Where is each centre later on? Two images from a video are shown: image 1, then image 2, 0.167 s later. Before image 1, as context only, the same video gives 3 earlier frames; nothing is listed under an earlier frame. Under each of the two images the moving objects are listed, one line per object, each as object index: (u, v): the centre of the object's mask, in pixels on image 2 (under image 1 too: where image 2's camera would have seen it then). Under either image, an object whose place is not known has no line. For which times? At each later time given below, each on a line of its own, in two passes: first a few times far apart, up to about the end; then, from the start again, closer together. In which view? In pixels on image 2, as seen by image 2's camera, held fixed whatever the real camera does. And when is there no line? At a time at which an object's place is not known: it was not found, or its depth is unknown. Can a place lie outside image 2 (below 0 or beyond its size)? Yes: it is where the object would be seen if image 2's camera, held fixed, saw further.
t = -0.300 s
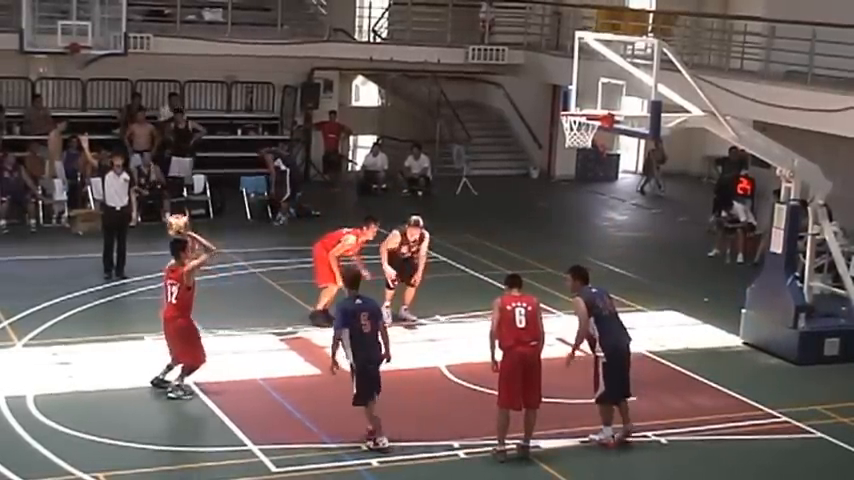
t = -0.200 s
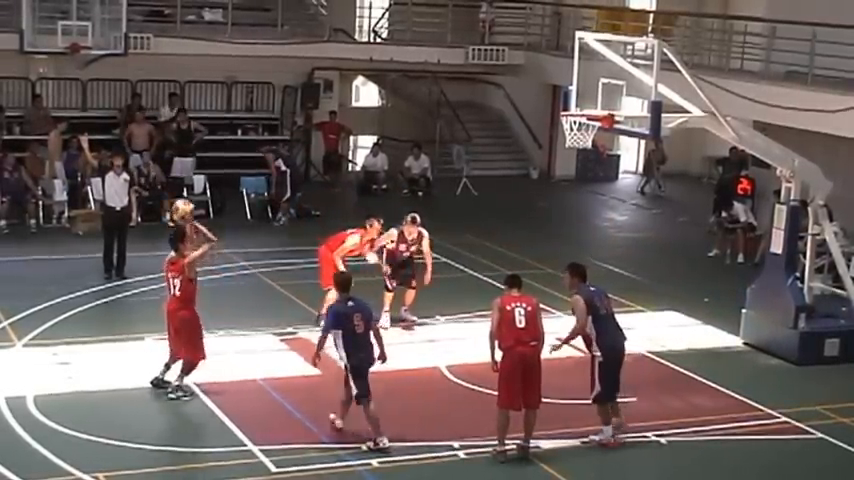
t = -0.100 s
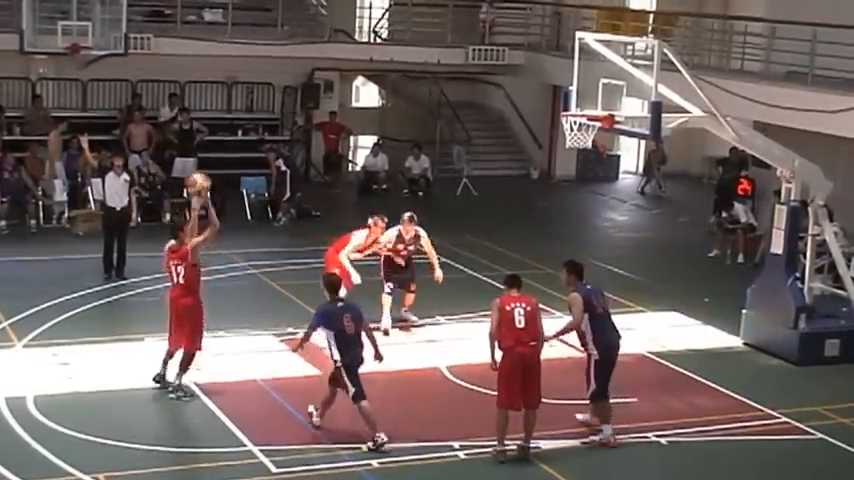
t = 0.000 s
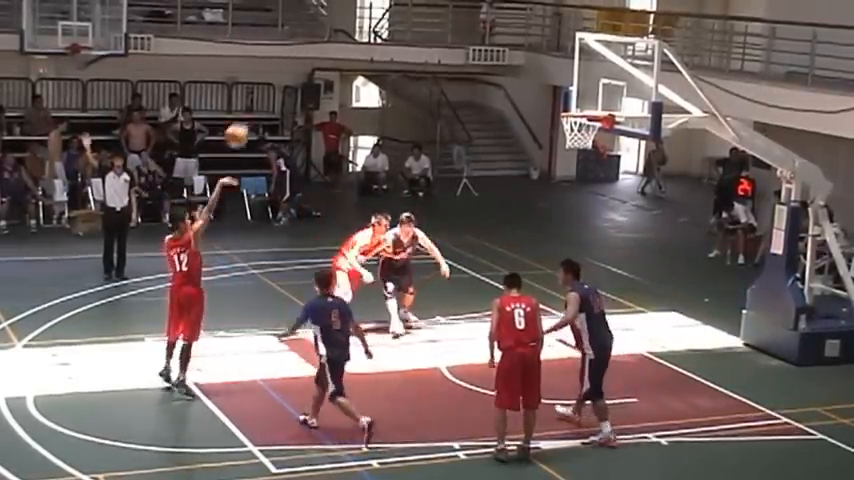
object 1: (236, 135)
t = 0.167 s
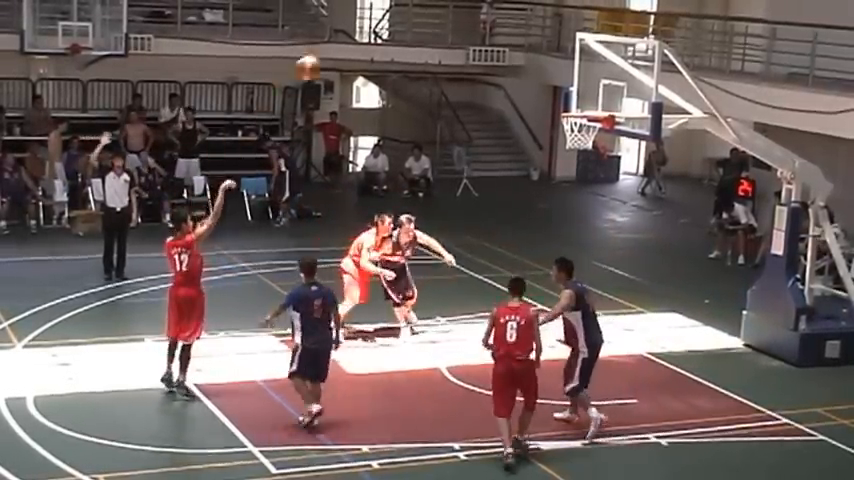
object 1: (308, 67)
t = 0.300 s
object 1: (361, 33)
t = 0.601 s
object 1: (473, 17)
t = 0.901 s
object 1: (572, 77)
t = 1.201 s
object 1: (545, 55)
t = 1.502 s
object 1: (458, 44)
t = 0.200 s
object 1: (322, 57)
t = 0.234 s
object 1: (335, 46)
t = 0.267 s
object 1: (349, 38)
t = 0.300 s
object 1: (361, 33)
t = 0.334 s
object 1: (373, 28)
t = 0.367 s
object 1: (389, 22)
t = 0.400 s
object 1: (400, 18)
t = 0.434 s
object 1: (411, 14)
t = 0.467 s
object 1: (425, 13)
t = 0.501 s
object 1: (437, 12)
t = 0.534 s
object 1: (449, 13)
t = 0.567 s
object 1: (462, 15)
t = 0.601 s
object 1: (473, 17)
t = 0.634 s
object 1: (485, 20)
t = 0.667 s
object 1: (497, 24)
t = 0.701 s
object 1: (507, 28)
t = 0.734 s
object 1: (519, 34)
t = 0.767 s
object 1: (530, 41)
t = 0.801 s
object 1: (539, 49)
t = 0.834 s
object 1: (552, 58)
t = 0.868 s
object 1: (562, 66)
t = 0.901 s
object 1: (572, 77)
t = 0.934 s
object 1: (584, 86)
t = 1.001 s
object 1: (596, 103)
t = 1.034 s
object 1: (587, 95)
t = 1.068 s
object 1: (579, 83)
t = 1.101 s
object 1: (570, 75)
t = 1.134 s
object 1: (562, 68)
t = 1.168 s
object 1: (554, 60)
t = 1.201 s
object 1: (545, 55)
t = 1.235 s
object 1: (535, 49)
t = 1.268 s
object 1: (526, 46)
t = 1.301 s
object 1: (517, 41)
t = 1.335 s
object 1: (507, 39)
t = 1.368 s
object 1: (498, 37)
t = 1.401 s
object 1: (488, 37)
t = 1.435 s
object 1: (478, 39)
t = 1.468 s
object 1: (468, 41)
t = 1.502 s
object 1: (458, 44)
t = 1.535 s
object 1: (448, 48)
